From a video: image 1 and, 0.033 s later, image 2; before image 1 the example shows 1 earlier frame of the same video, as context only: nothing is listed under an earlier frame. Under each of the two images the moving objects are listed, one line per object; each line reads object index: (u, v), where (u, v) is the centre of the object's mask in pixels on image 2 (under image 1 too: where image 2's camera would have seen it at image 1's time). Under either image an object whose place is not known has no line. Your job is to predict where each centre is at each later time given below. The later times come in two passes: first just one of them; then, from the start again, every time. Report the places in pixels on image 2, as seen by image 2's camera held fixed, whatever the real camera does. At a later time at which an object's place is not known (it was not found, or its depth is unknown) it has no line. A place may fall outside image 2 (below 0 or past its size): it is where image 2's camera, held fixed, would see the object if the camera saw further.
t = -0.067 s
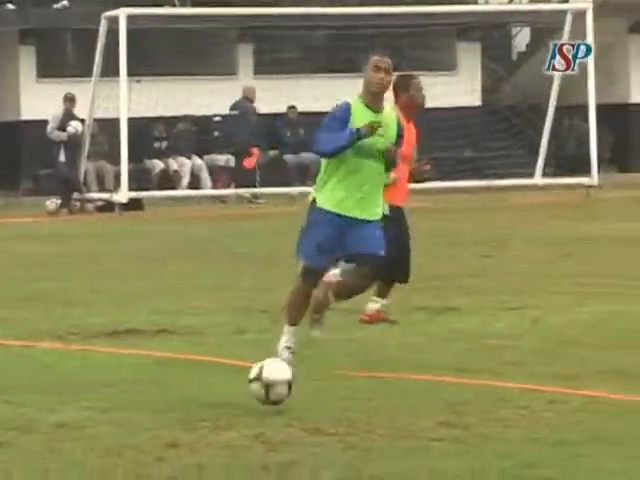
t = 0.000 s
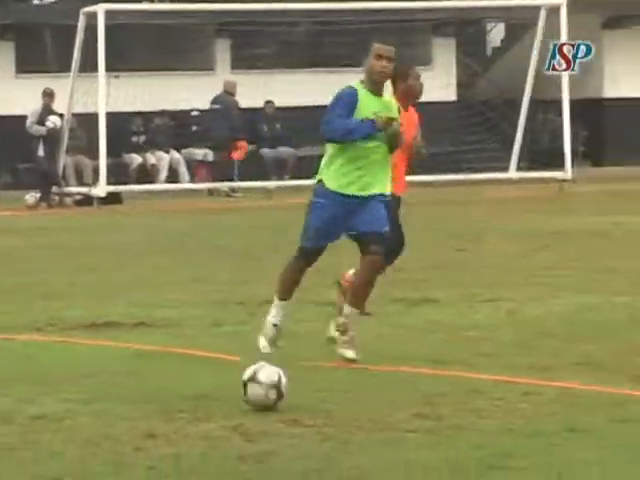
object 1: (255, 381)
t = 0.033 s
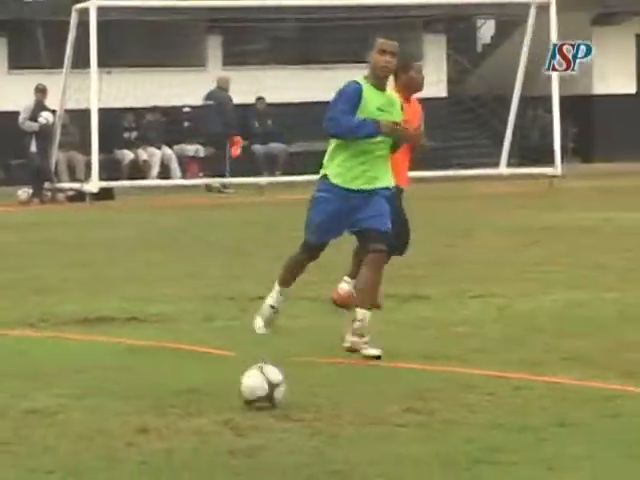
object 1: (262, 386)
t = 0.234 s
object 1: (306, 402)
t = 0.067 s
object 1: (269, 384)
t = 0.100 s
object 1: (276, 383)
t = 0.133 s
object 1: (284, 383)
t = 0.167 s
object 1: (291, 387)
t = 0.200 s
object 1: (300, 394)
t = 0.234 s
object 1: (306, 402)
